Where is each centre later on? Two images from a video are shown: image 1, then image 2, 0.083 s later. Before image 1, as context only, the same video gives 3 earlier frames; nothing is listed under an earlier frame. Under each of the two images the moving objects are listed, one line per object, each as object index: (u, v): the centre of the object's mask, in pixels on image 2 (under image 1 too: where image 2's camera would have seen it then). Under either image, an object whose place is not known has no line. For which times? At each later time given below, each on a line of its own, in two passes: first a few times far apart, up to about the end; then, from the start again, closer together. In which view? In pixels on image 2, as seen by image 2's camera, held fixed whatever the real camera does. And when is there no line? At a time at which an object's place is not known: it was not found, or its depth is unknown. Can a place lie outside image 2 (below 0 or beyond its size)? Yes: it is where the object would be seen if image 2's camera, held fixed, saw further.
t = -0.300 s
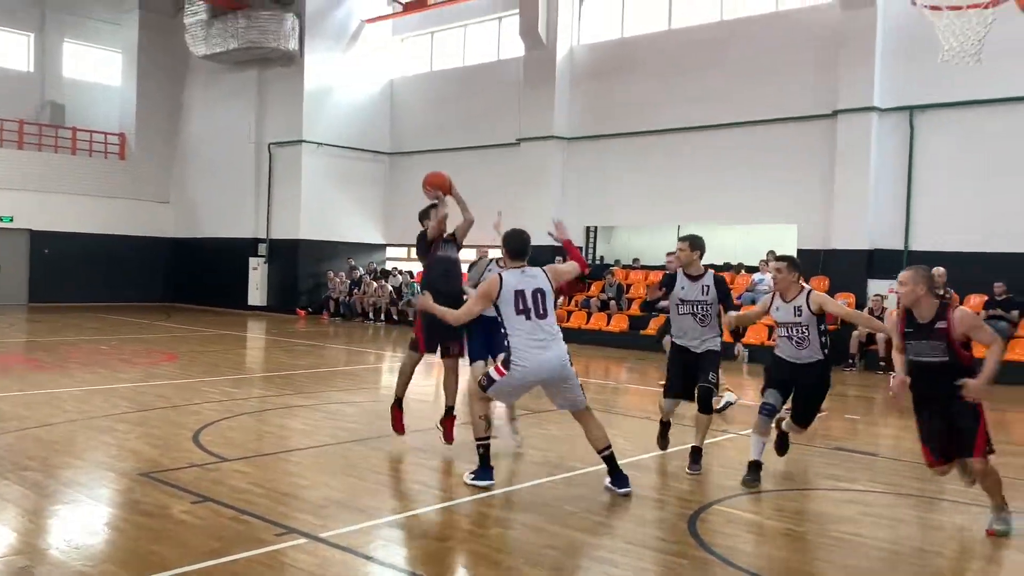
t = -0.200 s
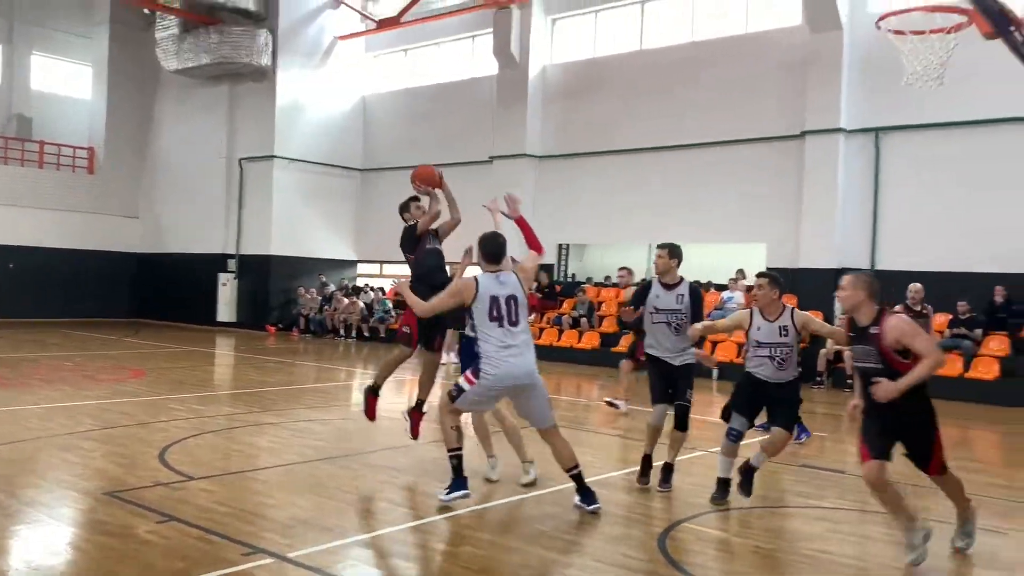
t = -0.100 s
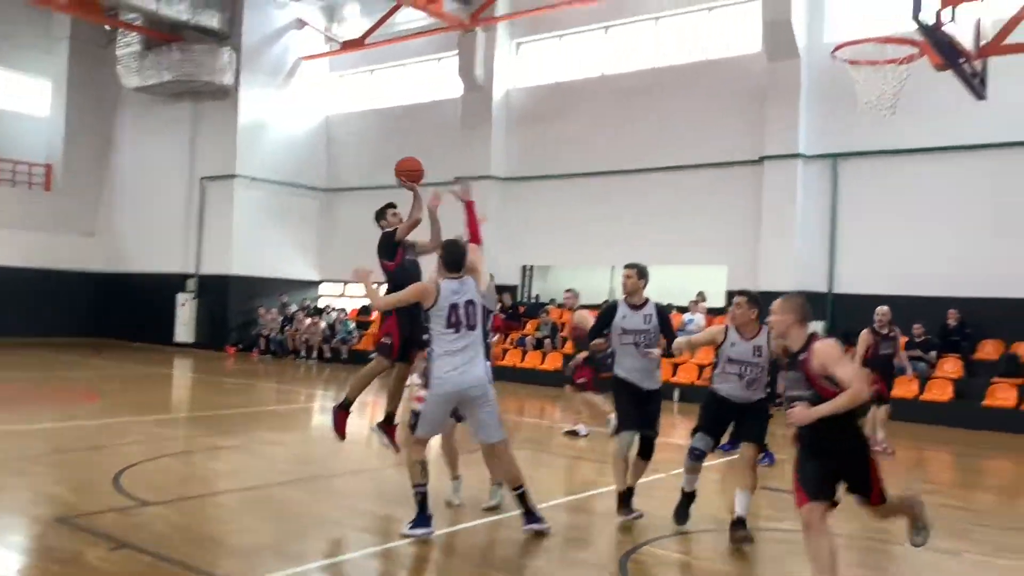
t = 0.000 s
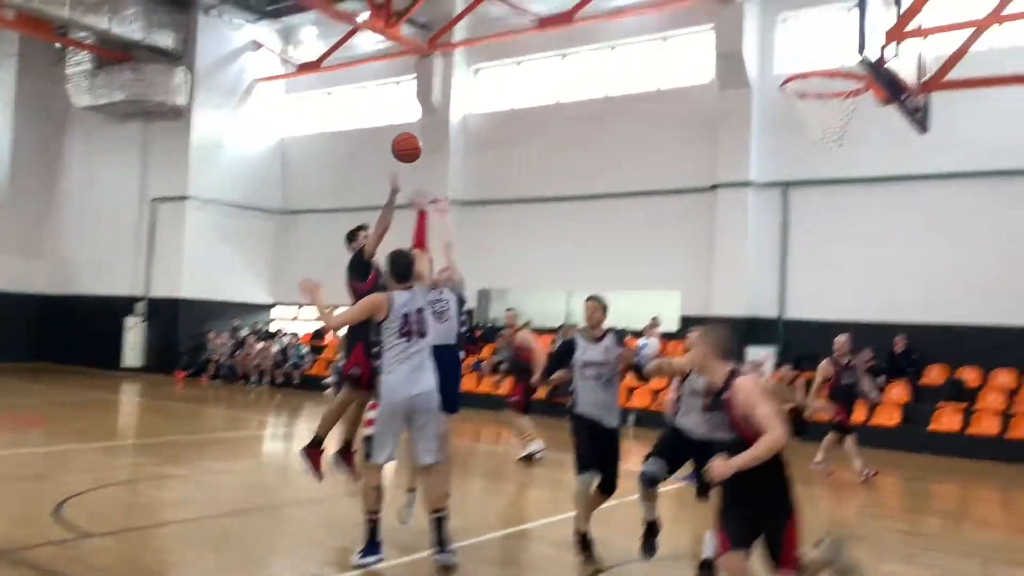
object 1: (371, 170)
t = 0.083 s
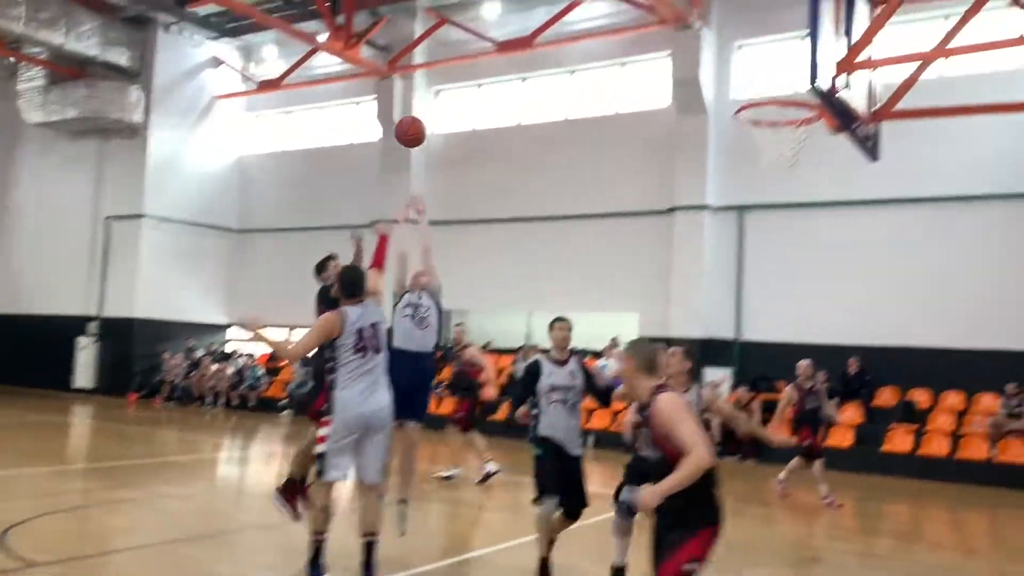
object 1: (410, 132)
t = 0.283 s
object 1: (516, 73)
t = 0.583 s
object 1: (702, 86)
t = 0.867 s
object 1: (790, 76)
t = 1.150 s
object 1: (839, 140)
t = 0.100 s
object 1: (418, 125)
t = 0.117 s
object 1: (426, 118)
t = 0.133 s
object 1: (434, 112)
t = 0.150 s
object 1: (442, 106)
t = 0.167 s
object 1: (451, 100)
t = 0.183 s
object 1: (460, 95)
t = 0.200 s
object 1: (469, 91)
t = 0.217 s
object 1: (478, 86)
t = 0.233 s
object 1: (487, 83)
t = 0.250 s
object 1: (497, 79)
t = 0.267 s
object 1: (507, 76)
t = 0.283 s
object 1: (516, 73)
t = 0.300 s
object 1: (526, 71)
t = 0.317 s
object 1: (536, 68)
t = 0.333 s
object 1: (546, 67)
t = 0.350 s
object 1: (556, 65)
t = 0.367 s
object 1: (566, 65)
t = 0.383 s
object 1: (576, 64)
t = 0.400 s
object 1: (586, 63)
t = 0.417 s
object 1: (596, 63)
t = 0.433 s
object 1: (606, 63)
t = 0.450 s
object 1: (617, 64)
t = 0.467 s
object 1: (627, 66)
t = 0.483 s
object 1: (637, 67)
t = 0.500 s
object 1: (648, 69)
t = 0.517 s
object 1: (659, 72)
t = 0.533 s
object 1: (671, 75)
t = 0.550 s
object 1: (681, 78)
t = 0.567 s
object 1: (690, 82)
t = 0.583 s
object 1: (702, 86)
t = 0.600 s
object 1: (713, 91)
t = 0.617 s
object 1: (724, 96)
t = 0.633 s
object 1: (735, 102)
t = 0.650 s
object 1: (746, 108)
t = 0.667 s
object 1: (751, 108)
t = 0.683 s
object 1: (755, 104)
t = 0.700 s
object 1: (760, 97)
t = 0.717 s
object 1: (763, 92)
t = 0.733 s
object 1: (767, 87)
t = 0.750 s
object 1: (770, 85)
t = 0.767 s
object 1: (774, 83)
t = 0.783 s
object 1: (778, 81)
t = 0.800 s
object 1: (781, 79)
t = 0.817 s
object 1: (784, 78)
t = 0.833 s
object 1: (786, 77)
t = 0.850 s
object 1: (788, 76)
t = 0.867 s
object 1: (790, 76)
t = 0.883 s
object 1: (792, 77)
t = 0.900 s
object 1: (794, 78)
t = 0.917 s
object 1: (796, 79)
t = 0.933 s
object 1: (798, 82)
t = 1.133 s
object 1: (837, 135)
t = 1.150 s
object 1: (839, 140)
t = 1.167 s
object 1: (840, 142)
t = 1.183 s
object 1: (840, 144)
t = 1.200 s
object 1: (840, 146)
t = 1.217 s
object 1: (840, 149)
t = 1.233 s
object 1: (840, 152)
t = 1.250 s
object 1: (840, 156)
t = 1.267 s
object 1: (840, 160)
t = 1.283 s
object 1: (839, 165)
